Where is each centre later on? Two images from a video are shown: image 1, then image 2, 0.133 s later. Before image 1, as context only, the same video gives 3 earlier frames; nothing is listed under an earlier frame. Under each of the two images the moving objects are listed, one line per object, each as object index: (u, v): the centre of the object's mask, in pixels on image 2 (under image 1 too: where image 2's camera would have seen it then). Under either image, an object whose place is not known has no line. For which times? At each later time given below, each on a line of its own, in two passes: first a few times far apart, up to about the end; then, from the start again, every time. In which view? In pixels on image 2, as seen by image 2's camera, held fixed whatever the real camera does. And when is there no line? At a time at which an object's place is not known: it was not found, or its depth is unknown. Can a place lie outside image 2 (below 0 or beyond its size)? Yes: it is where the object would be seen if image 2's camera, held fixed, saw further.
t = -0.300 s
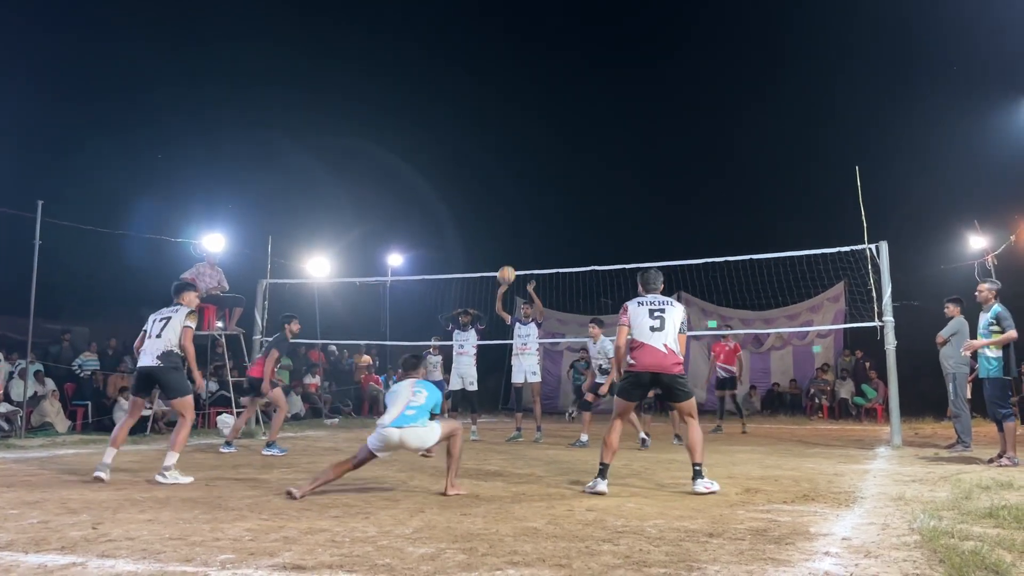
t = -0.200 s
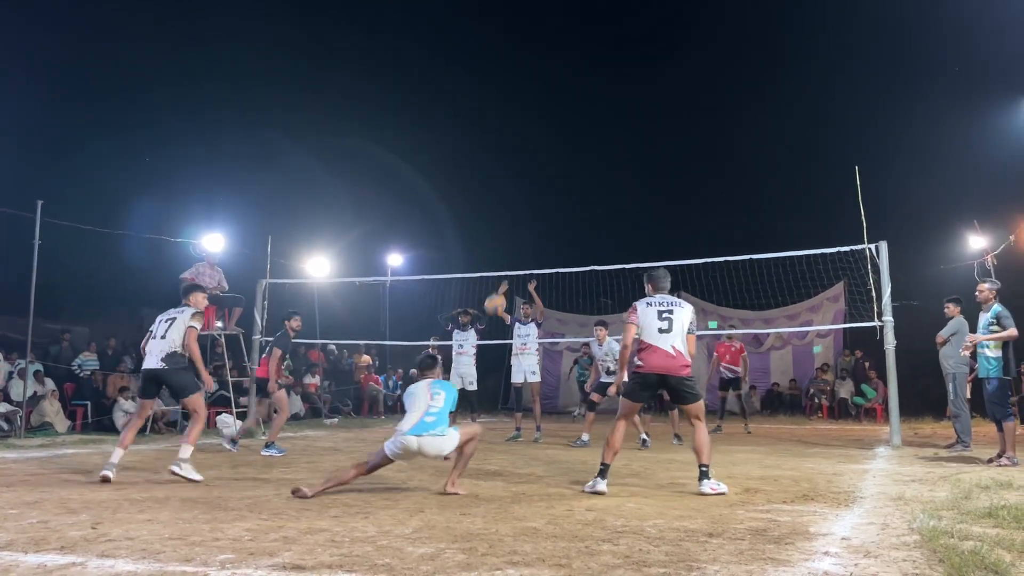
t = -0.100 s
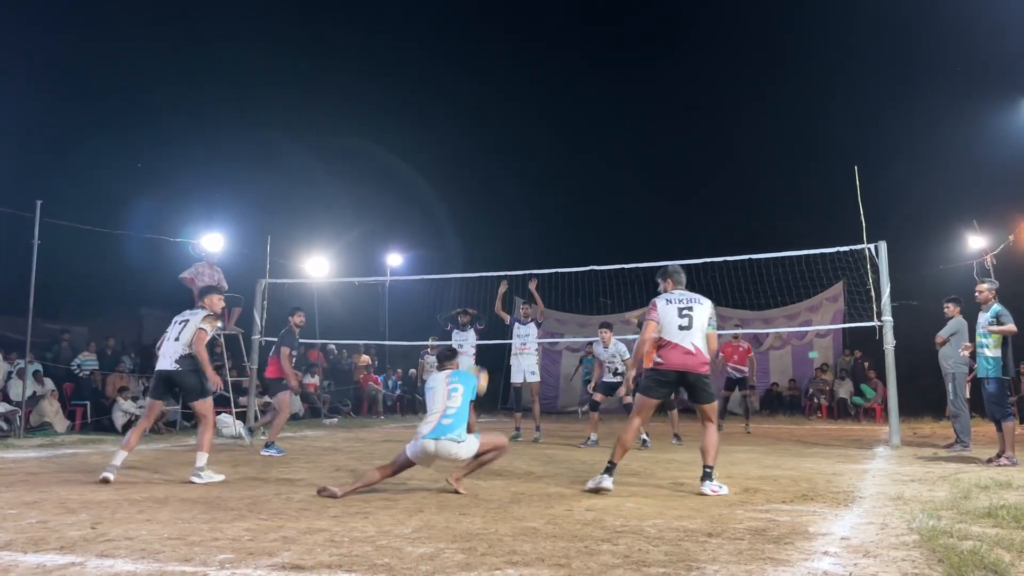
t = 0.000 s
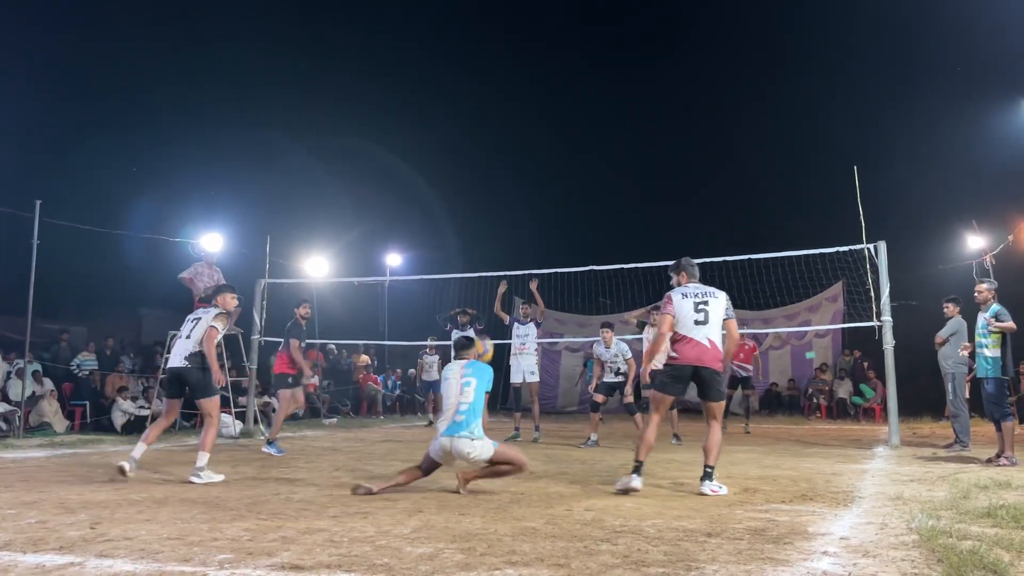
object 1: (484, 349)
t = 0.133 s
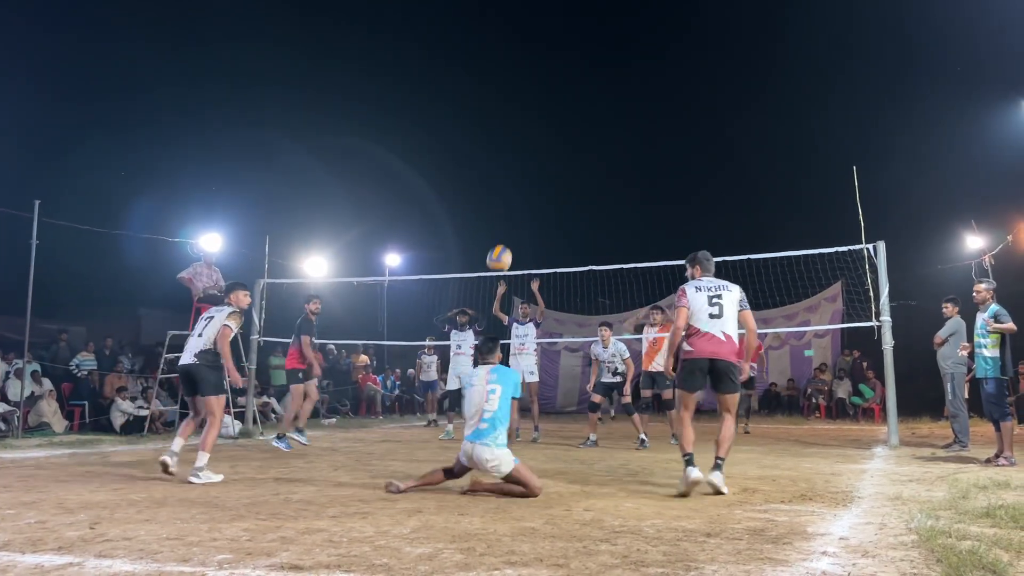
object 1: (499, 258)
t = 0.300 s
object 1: (519, 186)
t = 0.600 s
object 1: (548, 141)
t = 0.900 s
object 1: (569, 176)
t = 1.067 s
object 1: (578, 223)
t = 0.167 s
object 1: (504, 241)
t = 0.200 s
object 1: (508, 225)
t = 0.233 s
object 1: (510, 218)
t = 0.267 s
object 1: (514, 204)
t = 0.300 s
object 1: (519, 186)
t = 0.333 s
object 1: (523, 176)
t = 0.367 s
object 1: (525, 172)
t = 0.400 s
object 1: (528, 164)
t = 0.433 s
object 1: (533, 154)
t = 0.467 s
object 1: (536, 149)
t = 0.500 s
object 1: (539, 146)
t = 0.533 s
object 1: (541, 144)
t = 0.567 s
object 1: (544, 142)
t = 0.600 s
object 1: (548, 141)
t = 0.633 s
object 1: (550, 141)
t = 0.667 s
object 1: (552, 142)
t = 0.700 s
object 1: (554, 144)
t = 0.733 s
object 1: (558, 148)
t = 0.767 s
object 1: (560, 153)
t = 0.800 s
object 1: (561, 155)
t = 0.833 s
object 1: (563, 160)
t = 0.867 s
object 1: (566, 166)
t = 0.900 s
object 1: (569, 176)
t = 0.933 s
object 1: (570, 184)
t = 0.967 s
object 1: (571, 188)
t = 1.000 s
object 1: (573, 198)
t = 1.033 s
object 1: (576, 212)
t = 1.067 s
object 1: (578, 223)
